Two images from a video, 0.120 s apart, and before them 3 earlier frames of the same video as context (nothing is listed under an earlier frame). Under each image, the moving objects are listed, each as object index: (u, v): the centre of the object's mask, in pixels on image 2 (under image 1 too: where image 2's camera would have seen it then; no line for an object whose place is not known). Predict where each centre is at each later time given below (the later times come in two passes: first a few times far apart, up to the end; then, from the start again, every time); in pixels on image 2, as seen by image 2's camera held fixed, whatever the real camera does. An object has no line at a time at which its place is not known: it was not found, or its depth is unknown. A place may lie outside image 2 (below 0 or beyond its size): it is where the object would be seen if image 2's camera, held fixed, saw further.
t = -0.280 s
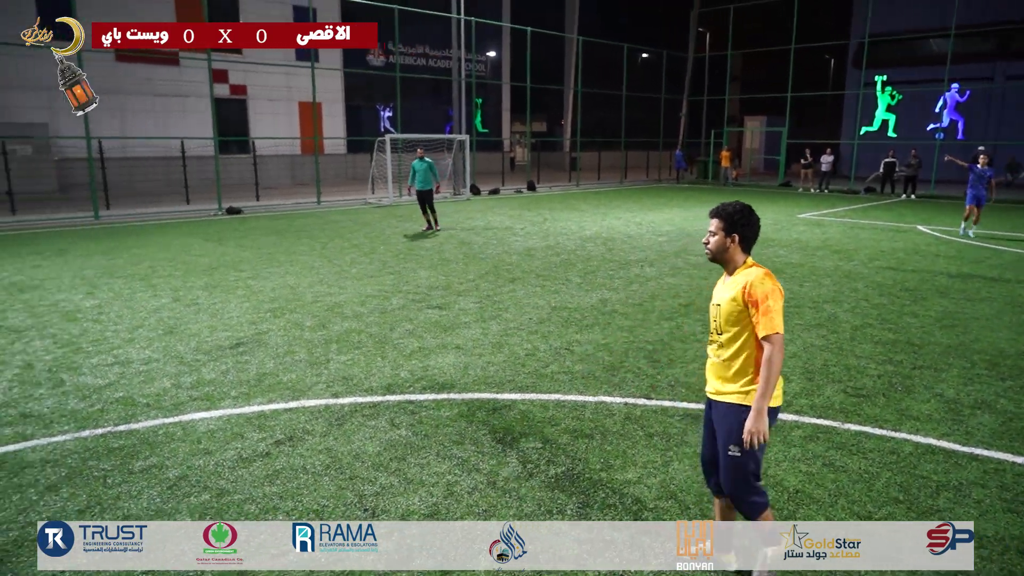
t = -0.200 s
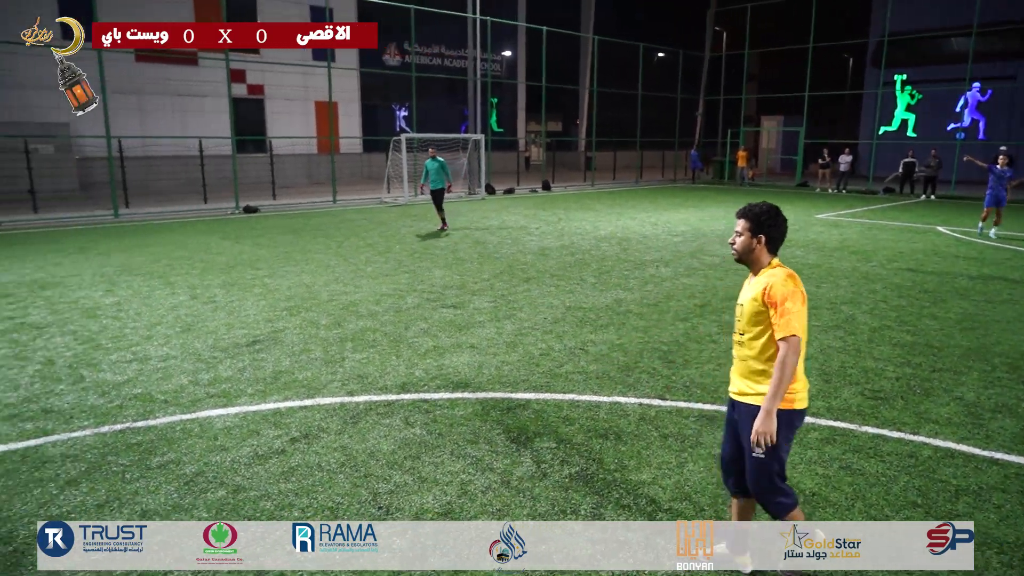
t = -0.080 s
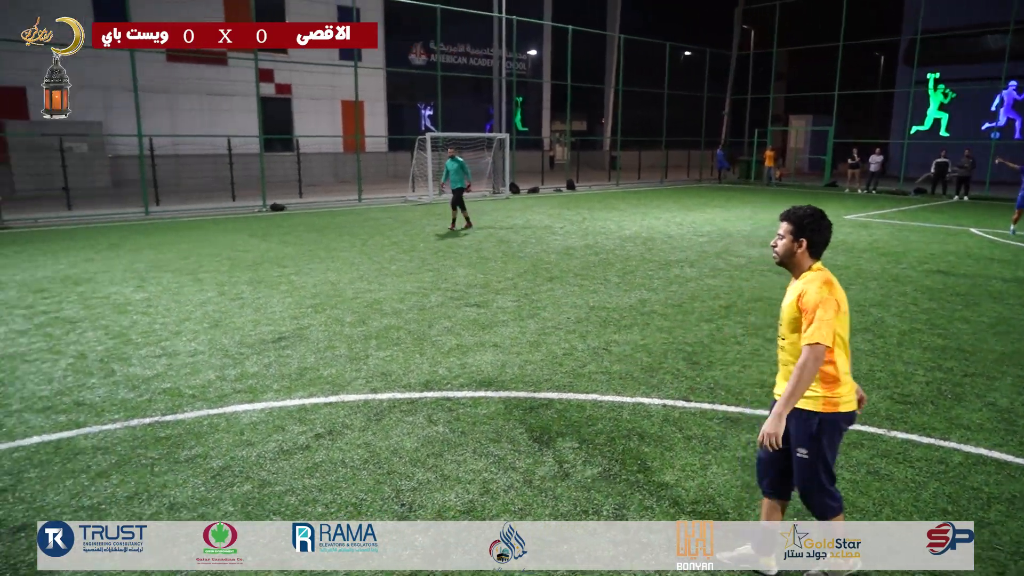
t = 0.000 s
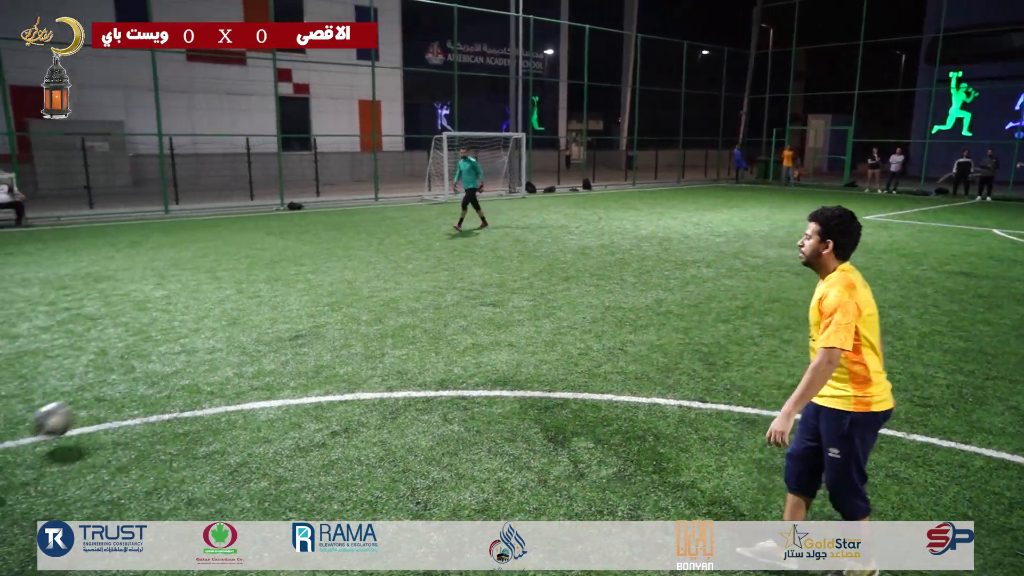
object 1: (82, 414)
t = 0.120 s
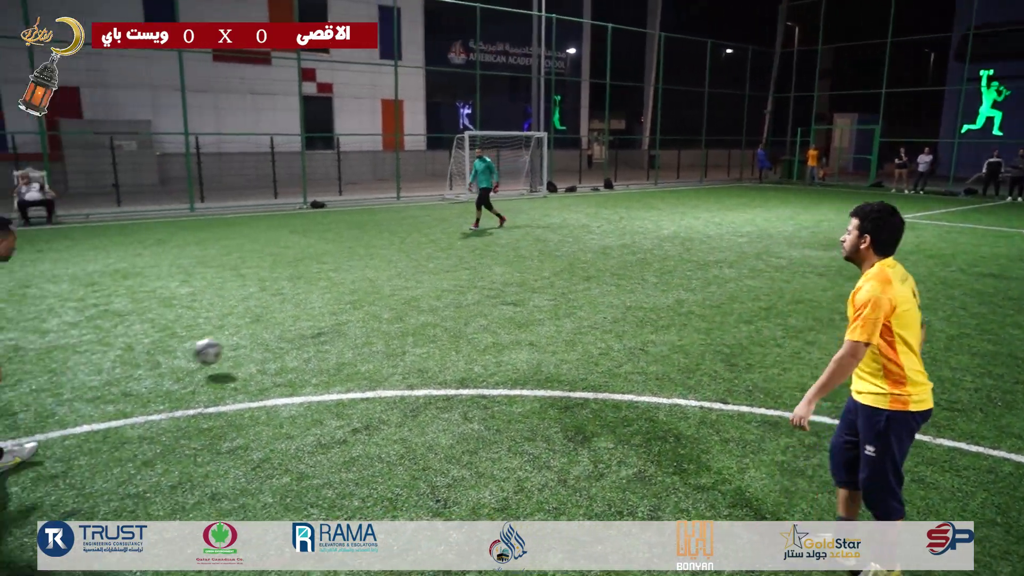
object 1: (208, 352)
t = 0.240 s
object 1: (284, 320)
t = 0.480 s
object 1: (368, 280)
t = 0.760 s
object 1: (420, 251)
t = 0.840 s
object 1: (432, 246)
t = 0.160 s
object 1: (237, 340)
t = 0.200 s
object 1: (264, 332)
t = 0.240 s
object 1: (284, 320)
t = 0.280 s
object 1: (302, 309)
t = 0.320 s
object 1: (317, 300)
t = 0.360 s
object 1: (332, 293)
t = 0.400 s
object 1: (345, 289)
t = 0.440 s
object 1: (357, 287)
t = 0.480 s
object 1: (368, 280)
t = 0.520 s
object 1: (377, 272)
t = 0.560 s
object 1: (385, 268)
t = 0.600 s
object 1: (393, 264)
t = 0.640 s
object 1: (401, 262)
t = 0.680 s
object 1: (408, 261)
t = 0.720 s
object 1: (414, 256)
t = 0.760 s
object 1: (420, 251)
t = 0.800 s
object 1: (426, 248)
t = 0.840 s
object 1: (432, 246)
